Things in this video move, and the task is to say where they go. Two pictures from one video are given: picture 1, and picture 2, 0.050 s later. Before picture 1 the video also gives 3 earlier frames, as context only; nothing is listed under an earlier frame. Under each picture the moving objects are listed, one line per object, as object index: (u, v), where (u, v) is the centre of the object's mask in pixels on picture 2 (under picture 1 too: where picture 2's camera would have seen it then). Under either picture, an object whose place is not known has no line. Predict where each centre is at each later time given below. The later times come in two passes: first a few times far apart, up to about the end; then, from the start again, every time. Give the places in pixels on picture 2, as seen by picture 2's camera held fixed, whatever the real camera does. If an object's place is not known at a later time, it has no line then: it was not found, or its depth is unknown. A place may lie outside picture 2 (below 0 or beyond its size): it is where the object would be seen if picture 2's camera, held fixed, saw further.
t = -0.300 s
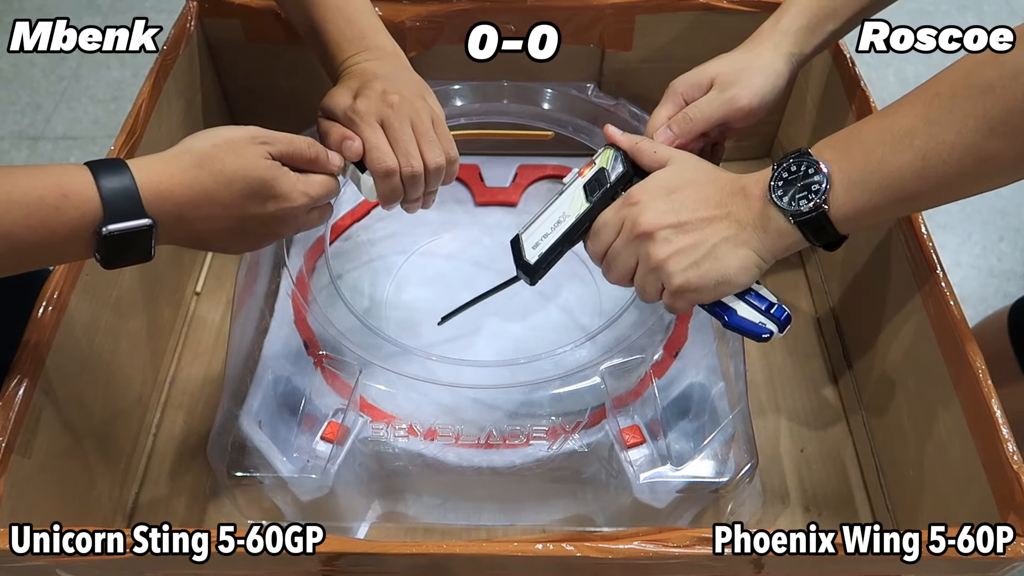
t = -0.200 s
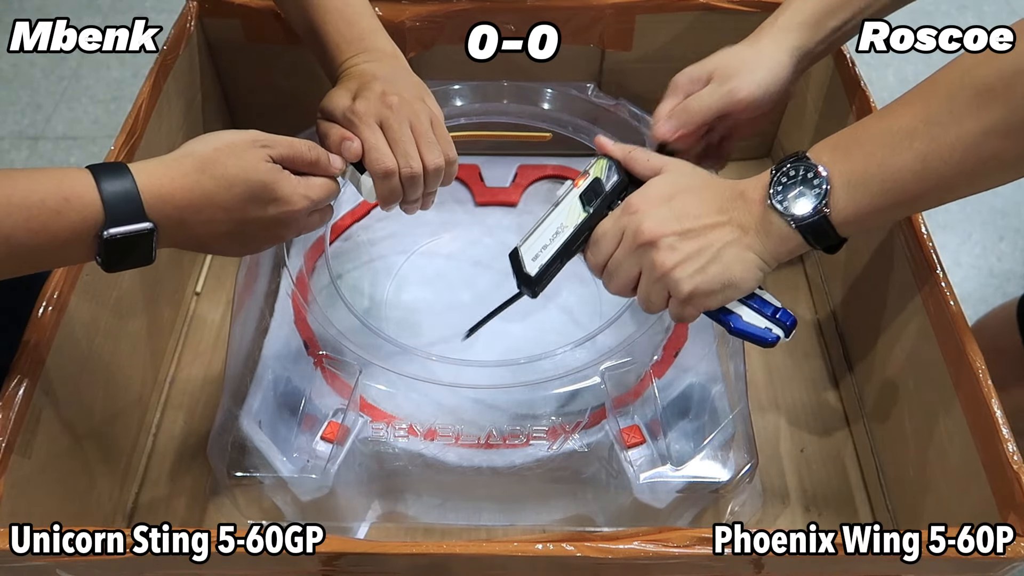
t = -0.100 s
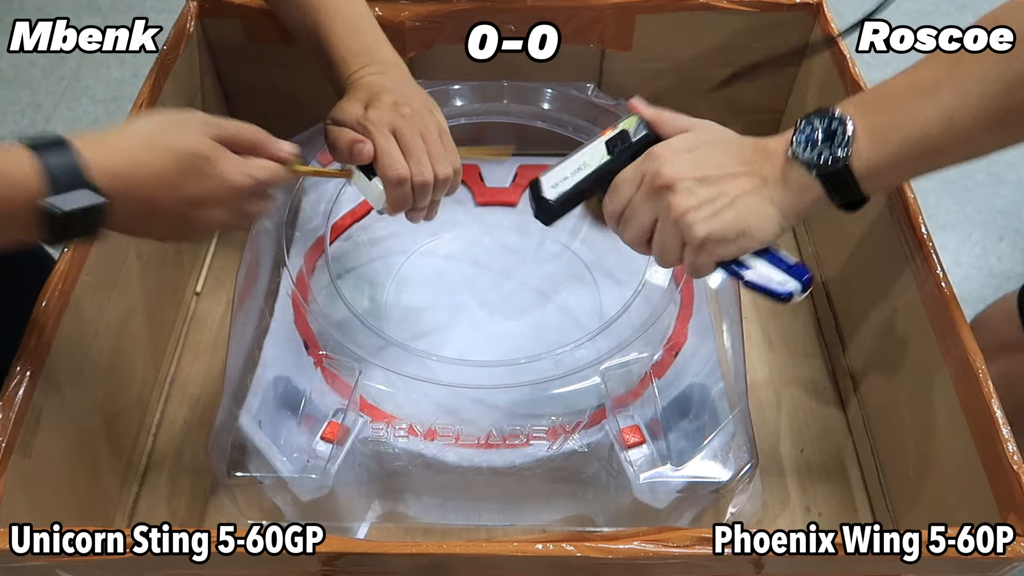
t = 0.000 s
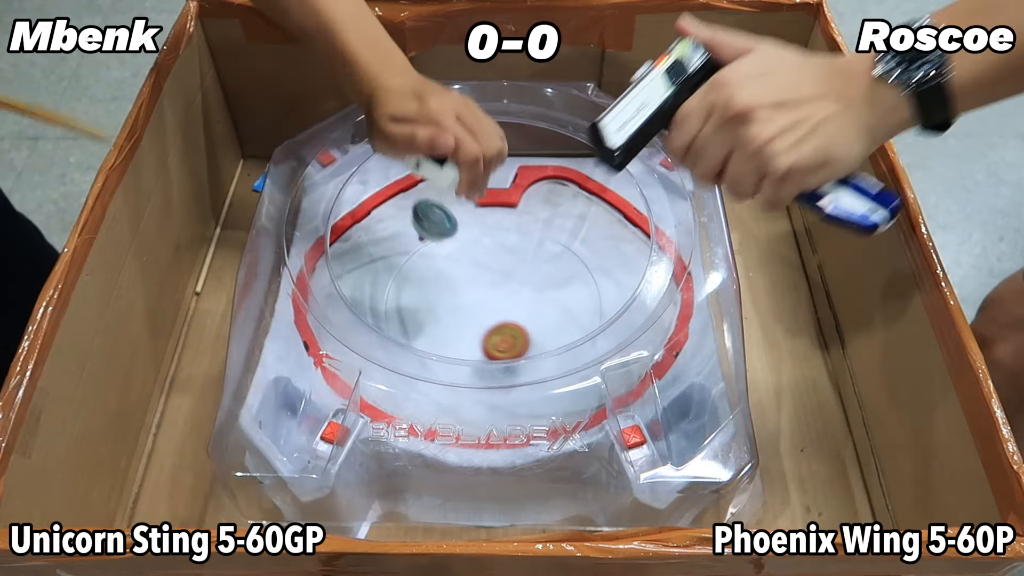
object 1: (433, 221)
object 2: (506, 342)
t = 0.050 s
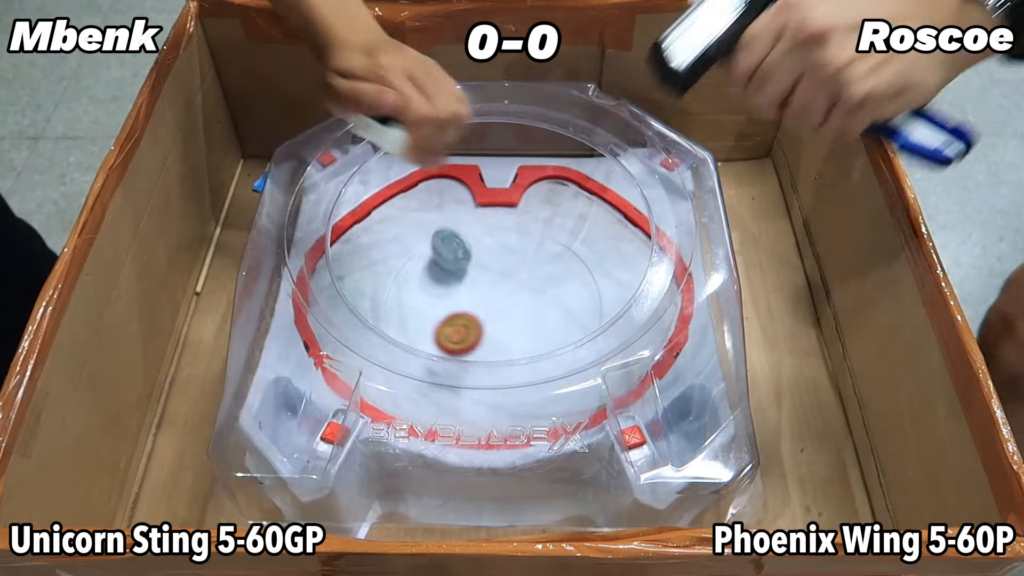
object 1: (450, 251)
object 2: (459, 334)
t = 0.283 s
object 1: (548, 199)
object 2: (372, 349)
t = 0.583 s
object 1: (606, 218)
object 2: (595, 308)
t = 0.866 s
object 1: (549, 180)
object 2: (592, 296)
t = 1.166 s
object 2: (481, 348)
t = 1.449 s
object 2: (516, 342)
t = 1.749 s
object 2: (550, 291)
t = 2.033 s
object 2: (399, 303)
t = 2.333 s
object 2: (487, 373)
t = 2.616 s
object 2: (633, 227)
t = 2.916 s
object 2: (594, 242)
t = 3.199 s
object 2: (453, 402)
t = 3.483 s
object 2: (546, 335)
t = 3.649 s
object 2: (539, 227)
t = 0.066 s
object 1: (457, 236)
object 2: (443, 334)
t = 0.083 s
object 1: (464, 227)
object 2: (428, 335)
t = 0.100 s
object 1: (472, 219)
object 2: (413, 338)
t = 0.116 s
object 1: (479, 212)
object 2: (399, 342)
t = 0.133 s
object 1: (487, 207)
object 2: (385, 345)
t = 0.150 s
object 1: (494, 205)
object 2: (374, 341)
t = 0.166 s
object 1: (502, 204)
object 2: (357, 343)
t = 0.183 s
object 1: (509, 206)
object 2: (344, 345)
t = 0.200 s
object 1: (516, 208)
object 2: (333, 348)
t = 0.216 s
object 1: (524, 215)
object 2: (325, 352)
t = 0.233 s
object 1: (530, 212)
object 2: (339, 350)
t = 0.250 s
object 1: (536, 208)
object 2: (349, 349)
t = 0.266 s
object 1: (542, 202)
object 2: (361, 347)
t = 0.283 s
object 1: (548, 199)
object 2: (372, 349)
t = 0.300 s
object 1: (553, 199)
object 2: (387, 346)
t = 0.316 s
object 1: (560, 205)
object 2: (398, 349)
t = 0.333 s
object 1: (566, 208)
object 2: (410, 349)
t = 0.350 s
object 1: (570, 212)
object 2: (423, 352)
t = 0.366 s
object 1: (574, 211)
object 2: (436, 353)
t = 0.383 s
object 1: (578, 208)
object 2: (452, 347)
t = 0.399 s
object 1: (582, 207)
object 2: (464, 353)
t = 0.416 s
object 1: (585, 207)
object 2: (479, 349)
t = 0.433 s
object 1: (589, 209)
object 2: (493, 349)
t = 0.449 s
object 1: (592, 213)
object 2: (507, 348)
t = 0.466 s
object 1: (594, 215)
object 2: (522, 346)
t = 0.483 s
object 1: (597, 213)
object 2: (535, 343)
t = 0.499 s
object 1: (599, 211)
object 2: (549, 340)
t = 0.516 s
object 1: (601, 213)
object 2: (562, 336)
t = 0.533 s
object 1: (603, 217)
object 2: (574, 331)
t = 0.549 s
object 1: (604, 219)
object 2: (582, 323)
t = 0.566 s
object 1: (605, 218)
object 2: (589, 315)
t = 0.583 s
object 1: (606, 218)
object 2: (595, 308)
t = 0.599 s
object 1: (606, 220)
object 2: (600, 302)
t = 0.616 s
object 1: (606, 223)
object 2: (604, 293)
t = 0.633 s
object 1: (606, 223)
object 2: (606, 287)
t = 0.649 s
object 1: (606, 223)
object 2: (609, 279)
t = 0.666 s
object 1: (606, 224)
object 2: (610, 272)
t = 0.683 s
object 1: (604, 225)
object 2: (611, 266)
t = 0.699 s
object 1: (603, 224)
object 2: (611, 260)
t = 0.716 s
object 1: (602, 220)
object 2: (611, 260)
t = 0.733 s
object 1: (599, 212)
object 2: (611, 264)
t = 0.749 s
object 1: (597, 204)
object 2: (611, 269)
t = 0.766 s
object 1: (593, 196)
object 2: (610, 273)
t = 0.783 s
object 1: (586, 189)
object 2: (608, 276)
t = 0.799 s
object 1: (579, 183)
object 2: (606, 280)
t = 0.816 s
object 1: (570, 178)
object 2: (603, 284)
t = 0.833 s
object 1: (562, 175)
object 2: (600, 288)
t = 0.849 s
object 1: (554, 173)
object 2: (597, 292)
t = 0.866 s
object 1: (549, 180)
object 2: (592, 296)
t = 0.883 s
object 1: (544, 189)
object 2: (586, 299)
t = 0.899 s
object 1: (538, 199)
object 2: (580, 301)
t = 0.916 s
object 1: (532, 207)
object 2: (573, 303)
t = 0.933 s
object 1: (527, 215)
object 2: (565, 304)
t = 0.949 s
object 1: (521, 226)
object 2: (556, 305)
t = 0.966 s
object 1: (515, 235)
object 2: (547, 305)
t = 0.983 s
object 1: (509, 245)
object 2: (538, 306)
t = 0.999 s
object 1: (503, 256)
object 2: (529, 305)
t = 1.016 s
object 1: (496, 266)
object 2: (520, 305)
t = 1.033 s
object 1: (488, 274)
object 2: (511, 305)
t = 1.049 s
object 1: (480, 279)
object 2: (506, 309)
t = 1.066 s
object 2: (502, 313)
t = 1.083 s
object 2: (498, 320)
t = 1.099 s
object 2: (493, 329)
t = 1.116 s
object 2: (490, 335)
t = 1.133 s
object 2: (486, 341)
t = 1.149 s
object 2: (484, 345)
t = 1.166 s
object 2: (481, 348)
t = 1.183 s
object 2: (479, 357)
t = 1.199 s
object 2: (477, 363)
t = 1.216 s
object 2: (476, 368)
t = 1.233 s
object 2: (477, 371)
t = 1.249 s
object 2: (476, 381)
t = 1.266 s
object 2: (477, 381)
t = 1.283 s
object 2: (480, 372)
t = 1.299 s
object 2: (482, 371)
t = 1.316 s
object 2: (485, 369)
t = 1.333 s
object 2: (488, 369)
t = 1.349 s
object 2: (492, 363)
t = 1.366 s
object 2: (495, 361)
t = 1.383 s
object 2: (500, 354)
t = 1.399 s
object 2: (503, 349)
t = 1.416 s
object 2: (507, 347)
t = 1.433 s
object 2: (512, 345)
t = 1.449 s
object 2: (516, 342)
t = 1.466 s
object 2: (521, 339)
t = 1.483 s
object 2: (526, 336)
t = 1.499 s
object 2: (532, 335)
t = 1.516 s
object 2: (539, 333)
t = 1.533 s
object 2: (544, 331)
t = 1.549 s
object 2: (550, 328)
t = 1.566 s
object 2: (554, 325)
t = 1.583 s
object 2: (559, 322)
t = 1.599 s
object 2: (562, 319)
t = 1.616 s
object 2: (564, 315)
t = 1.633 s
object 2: (565, 311)
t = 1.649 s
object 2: (566, 308)
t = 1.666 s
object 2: (565, 305)
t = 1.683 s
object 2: (564, 301)
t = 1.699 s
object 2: (562, 298)
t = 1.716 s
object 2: (559, 296)
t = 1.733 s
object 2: (555, 293)
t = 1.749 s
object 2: (550, 291)
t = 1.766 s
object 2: (544, 288)
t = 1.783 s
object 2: (537, 287)
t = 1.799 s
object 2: (530, 285)
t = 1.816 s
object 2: (521, 284)
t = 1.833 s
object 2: (512, 284)
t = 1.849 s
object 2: (503, 283)
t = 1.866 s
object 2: (493, 283)
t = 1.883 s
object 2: (483, 284)
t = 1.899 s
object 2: (473, 285)
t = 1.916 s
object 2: (462, 287)
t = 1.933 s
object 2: (452, 288)
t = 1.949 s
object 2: (443, 290)
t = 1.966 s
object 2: (433, 292)
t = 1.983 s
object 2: (423, 294)
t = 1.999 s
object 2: (415, 297)
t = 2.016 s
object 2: (406, 300)
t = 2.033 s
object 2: (399, 303)
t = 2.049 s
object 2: (392, 307)
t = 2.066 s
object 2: (386, 311)
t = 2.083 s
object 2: (386, 313)
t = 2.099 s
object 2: (389, 316)
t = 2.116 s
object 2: (393, 320)
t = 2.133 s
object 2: (398, 324)
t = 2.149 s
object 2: (402, 327)
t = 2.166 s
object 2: (408, 331)
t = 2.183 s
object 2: (414, 335)
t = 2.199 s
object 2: (421, 339)
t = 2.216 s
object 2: (424, 346)
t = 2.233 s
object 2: (432, 351)
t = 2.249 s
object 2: (439, 356)
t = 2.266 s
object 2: (447, 359)
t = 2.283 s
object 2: (456, 367)
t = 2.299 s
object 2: (466, 370)
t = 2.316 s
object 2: (476, 373)
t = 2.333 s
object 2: (487, 373)
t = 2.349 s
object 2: (498, 372)
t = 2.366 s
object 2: (509, 371)
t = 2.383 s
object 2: (520, 368)
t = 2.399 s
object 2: (529, 366)
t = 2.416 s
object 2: (539, 365)
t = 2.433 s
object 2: (558, 356)
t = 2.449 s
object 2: (574, 339)
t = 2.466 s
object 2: (585, 324)
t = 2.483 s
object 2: (603, 316)
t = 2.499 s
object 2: (611, 302)
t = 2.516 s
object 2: (621, 291)
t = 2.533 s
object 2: (630, 281)
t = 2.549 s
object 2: (636, 270)
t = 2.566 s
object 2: (641, 260)
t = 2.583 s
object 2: (645, 250)
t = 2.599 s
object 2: (664, 238)
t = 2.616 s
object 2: (633, 227)
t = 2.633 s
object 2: (605, 214)
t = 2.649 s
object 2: (579, 202)
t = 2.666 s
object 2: (555, 190)
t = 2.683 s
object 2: (531, 179)
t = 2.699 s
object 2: (535, 184)
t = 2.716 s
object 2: (547, 195)
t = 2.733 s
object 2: (559, 211)
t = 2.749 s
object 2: (571, 229)
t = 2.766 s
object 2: (584, 251)
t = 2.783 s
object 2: (598, 275)
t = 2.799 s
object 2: (606, 299)
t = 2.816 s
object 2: (626, 331)
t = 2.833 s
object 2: (640, 361)
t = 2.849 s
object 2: (630, 335)
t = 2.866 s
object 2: (612, 305)
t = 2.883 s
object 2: (608, 286)
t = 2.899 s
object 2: (599, 264)
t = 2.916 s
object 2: (594, 242)
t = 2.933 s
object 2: (595, 221)
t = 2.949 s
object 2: (596, 202)
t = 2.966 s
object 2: (595, 183)
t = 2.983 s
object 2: (562, 173)
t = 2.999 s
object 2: (534, 180)
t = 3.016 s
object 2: (526, 200)
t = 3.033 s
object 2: (518, 223)
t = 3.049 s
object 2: (507, 252)
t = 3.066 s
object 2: (496, 283)
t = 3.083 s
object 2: (486, 319)
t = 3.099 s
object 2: (474, 356)
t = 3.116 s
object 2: (465, 377)
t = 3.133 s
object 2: (457, 391)
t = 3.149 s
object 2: (447, 408)
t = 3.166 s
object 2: (442, 425)
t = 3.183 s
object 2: (447, 414)
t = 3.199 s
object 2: (453, 402)
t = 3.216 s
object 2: (460, 393)
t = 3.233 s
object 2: (466, 392)
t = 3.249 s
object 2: (471, 400)
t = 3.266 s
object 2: (477, 411)
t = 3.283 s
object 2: (482, 423)
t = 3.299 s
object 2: (487, 433)
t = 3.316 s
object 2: (495, 427)
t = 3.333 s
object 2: (501, 421)
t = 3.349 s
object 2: (506, 407)
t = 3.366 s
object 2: (511, 398)
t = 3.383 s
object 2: (517, 388)
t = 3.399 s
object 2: (522, 382)
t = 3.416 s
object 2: (526, 378)
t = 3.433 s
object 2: (532, 367)
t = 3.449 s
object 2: (537, 354)
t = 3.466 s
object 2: (540, 341)
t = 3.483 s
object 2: (546, 335)
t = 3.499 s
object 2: (551, 326)
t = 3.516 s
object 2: (555, 316)
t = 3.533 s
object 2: (557, 305)
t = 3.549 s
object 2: (558, 293)
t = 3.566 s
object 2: (558, 283)
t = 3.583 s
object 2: (557, 271)
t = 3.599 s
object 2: (554, 259)
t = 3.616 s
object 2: (550, 248)
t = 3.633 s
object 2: (545, 237)
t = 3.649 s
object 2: (539, 227)
